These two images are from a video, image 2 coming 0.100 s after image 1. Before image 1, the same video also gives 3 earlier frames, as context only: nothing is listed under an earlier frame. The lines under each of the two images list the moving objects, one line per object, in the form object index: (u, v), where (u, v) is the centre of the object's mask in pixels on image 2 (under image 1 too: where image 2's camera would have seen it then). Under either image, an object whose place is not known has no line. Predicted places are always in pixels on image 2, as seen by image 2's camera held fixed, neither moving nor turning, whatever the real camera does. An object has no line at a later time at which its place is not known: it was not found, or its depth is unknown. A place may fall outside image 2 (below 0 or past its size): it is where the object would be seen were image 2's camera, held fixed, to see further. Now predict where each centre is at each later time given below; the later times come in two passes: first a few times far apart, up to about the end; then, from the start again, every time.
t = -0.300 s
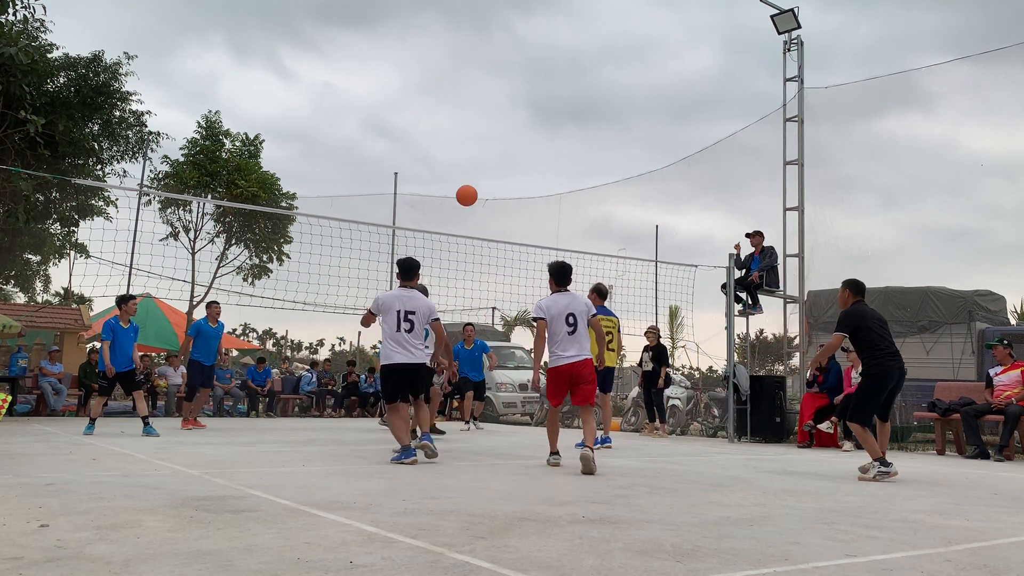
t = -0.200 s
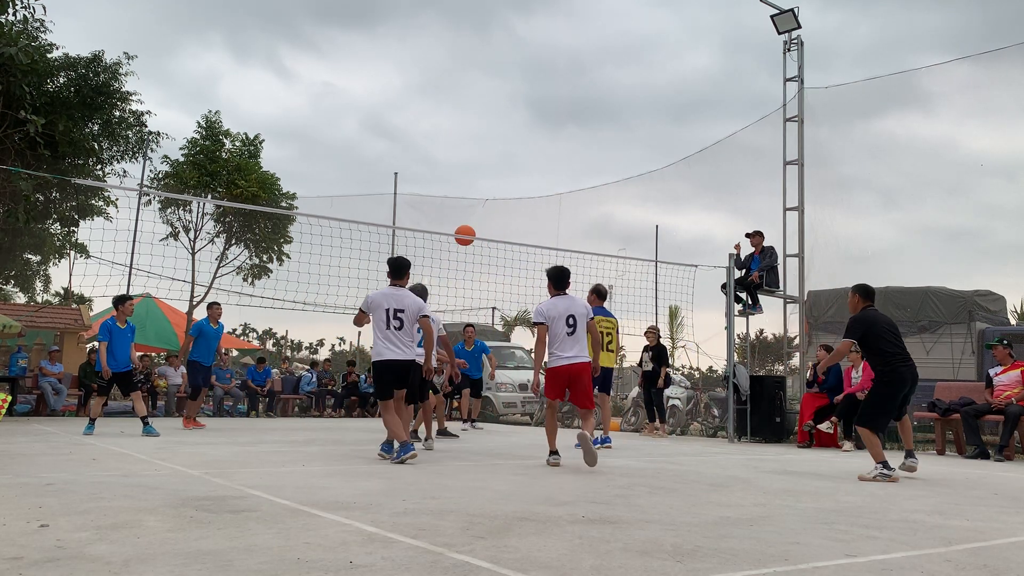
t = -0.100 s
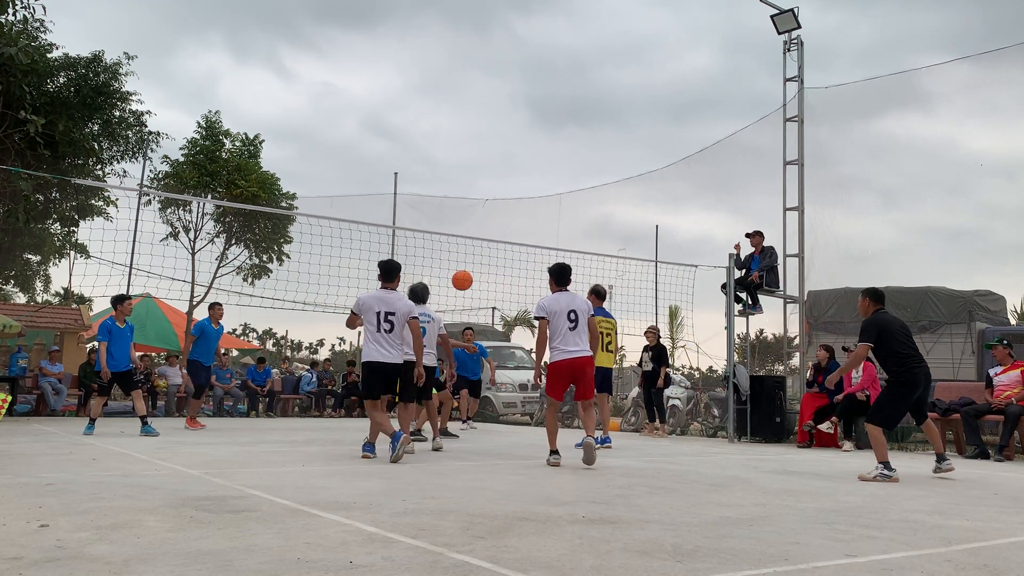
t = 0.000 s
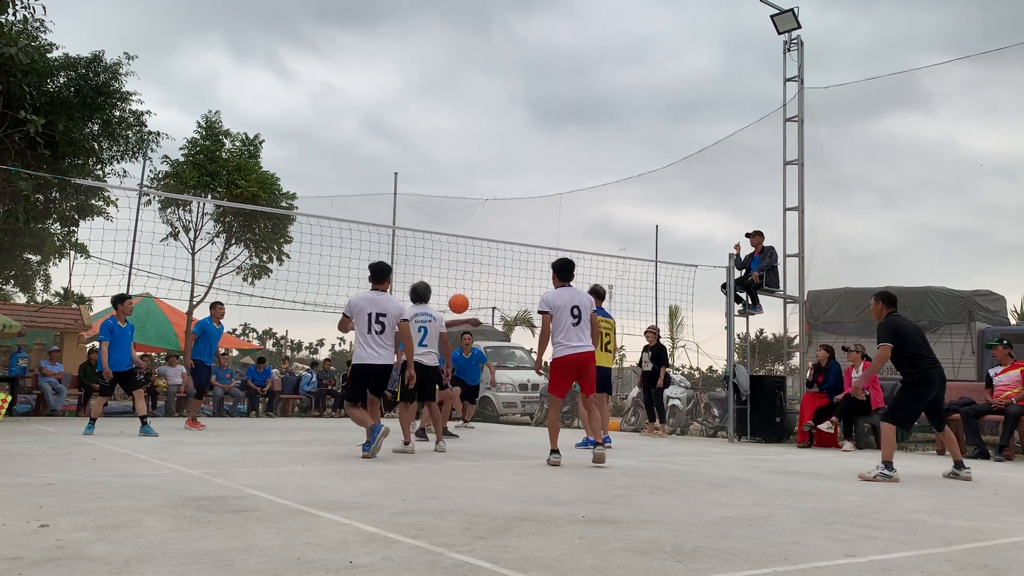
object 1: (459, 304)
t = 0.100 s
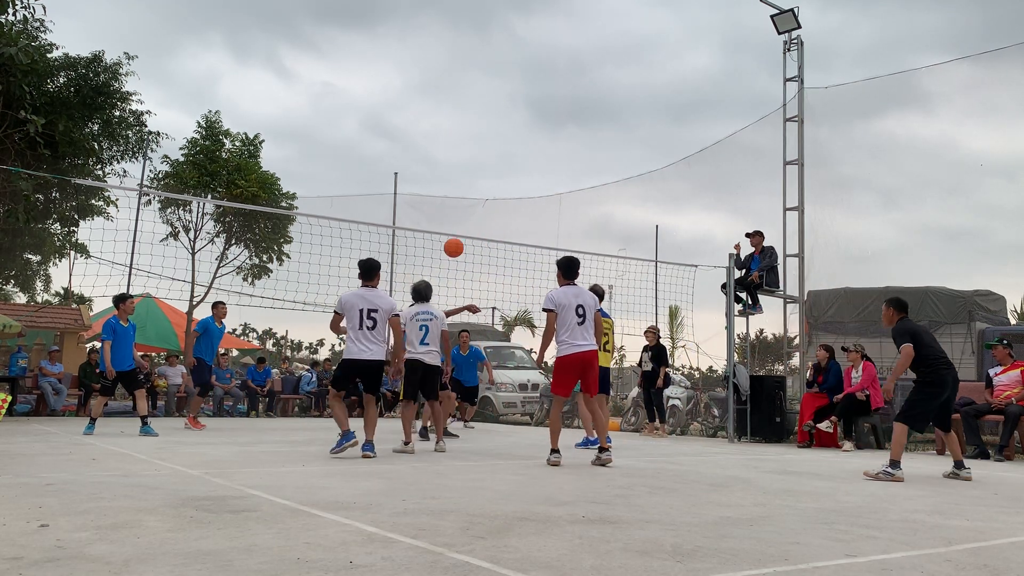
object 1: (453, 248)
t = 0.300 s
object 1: (444, 166)
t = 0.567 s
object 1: (429, 112)
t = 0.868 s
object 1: (412, 119)
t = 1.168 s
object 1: (393, 187)
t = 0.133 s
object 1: (452, 231)
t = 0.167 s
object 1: (450, 216)
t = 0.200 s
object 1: (449, 202)
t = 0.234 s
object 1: (447, 189)
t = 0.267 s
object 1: (445, 177)
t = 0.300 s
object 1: (444, 166)
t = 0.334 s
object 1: (442, 156)
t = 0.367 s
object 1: (440, 147)
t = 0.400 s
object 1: (439, 139)
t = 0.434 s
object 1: (437, 131)
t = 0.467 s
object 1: (435, 125)
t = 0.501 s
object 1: (433, 120)
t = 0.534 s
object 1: (431, 116)
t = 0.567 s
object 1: (429, 112)
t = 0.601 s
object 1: (427, 110)
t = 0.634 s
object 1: (425, 108)
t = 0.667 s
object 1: (423, 107)
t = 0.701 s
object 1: (422, 107)
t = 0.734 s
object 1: (420, 108)
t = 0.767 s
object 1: (418, 109)
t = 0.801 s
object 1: (416, 112)
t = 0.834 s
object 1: (414, 115)
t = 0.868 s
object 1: (412, 119)
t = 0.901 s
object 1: (410, 123)
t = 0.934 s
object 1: (408, 129)
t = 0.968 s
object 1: (406, 135)
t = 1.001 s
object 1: (404, 141)
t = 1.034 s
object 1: (402, 149)
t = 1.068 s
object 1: (400, 157)
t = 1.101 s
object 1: (397, 166)
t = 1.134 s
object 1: (395, 176)
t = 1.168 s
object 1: (393, 187)
